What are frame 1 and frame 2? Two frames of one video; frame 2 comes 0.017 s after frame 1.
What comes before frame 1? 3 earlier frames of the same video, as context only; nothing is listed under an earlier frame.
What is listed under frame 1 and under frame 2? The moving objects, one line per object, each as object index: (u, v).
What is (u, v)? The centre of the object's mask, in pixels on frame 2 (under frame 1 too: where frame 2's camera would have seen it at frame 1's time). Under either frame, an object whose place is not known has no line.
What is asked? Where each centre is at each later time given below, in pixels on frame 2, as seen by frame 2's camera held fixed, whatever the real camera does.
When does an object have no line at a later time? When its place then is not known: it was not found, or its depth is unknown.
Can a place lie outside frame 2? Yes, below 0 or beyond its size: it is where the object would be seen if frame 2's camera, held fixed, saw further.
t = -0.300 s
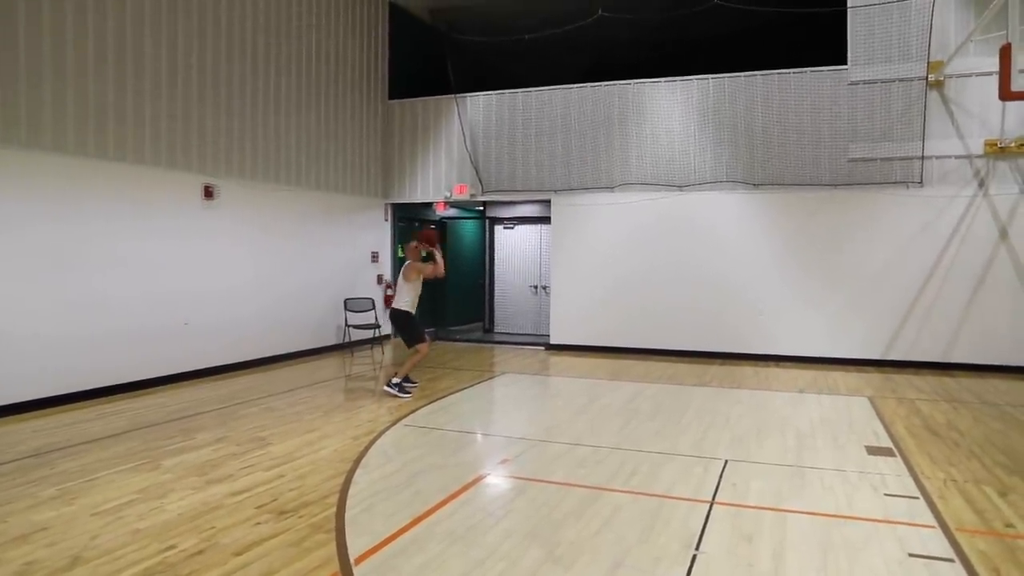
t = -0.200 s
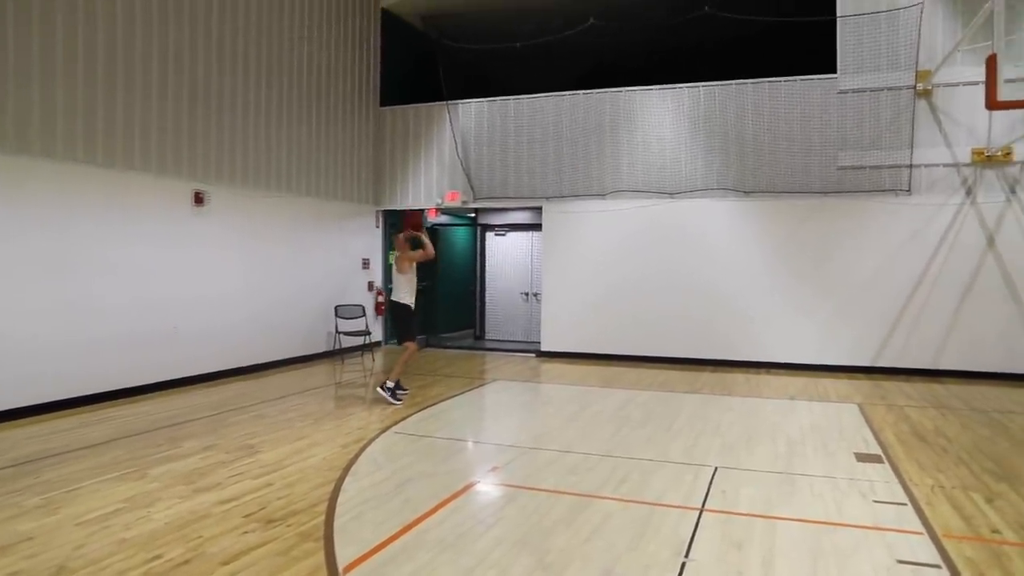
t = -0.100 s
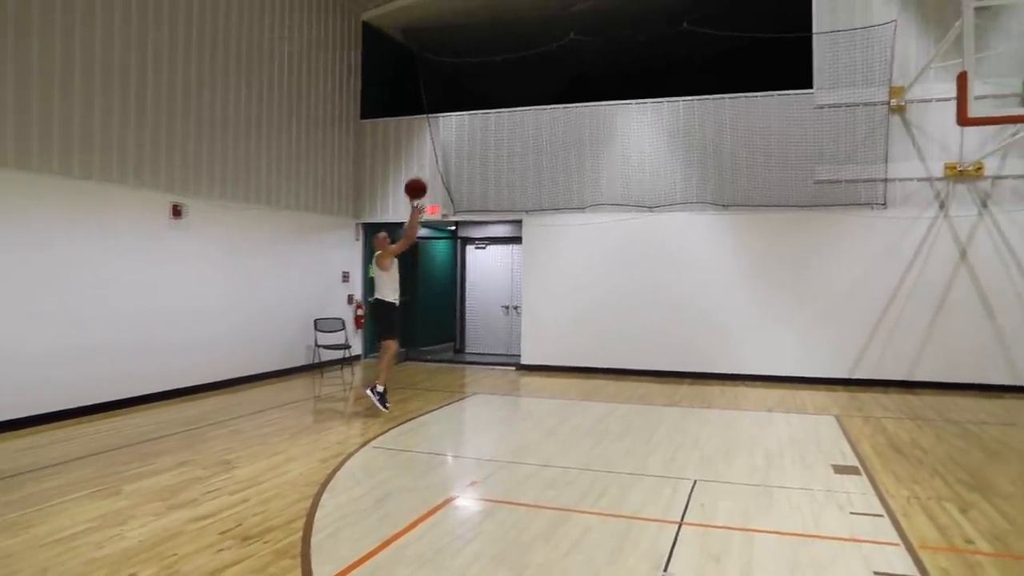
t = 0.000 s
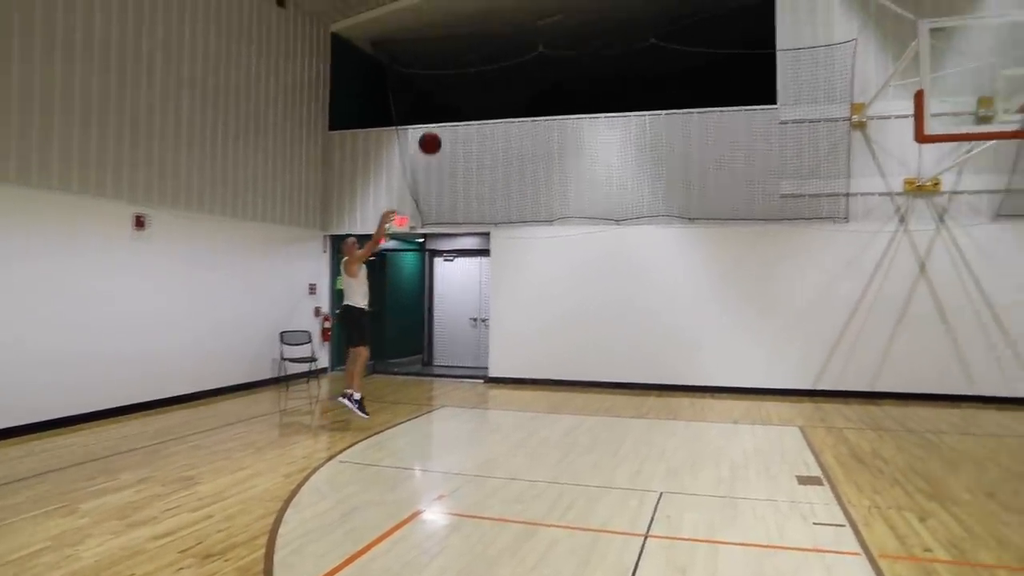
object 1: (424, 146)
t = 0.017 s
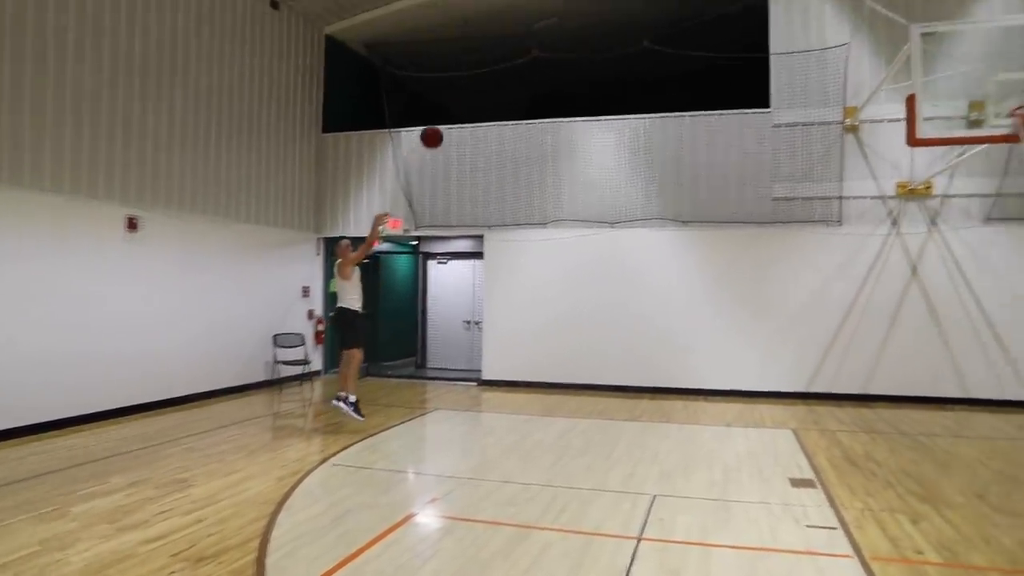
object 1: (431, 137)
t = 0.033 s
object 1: (439, 128)
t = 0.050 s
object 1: (446, 119)
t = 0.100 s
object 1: (468, 97)
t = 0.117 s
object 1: (475, 89)
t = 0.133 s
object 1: (484, 82)
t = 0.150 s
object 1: (490, 75)
